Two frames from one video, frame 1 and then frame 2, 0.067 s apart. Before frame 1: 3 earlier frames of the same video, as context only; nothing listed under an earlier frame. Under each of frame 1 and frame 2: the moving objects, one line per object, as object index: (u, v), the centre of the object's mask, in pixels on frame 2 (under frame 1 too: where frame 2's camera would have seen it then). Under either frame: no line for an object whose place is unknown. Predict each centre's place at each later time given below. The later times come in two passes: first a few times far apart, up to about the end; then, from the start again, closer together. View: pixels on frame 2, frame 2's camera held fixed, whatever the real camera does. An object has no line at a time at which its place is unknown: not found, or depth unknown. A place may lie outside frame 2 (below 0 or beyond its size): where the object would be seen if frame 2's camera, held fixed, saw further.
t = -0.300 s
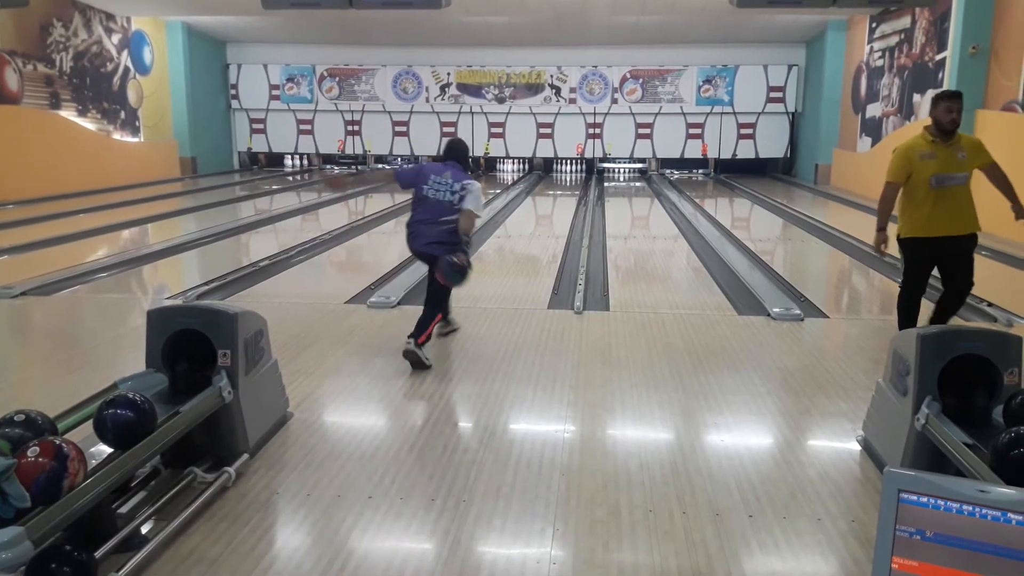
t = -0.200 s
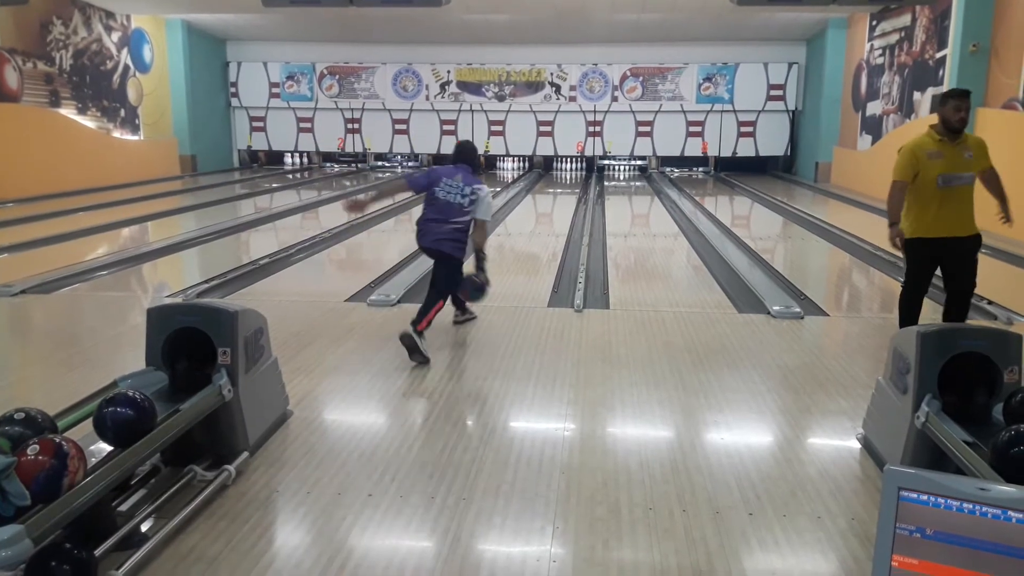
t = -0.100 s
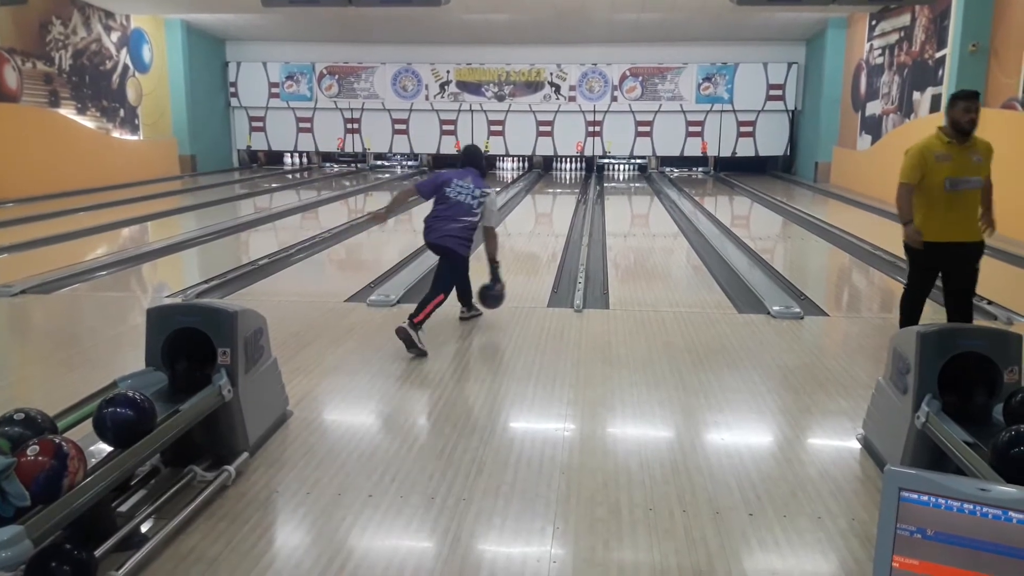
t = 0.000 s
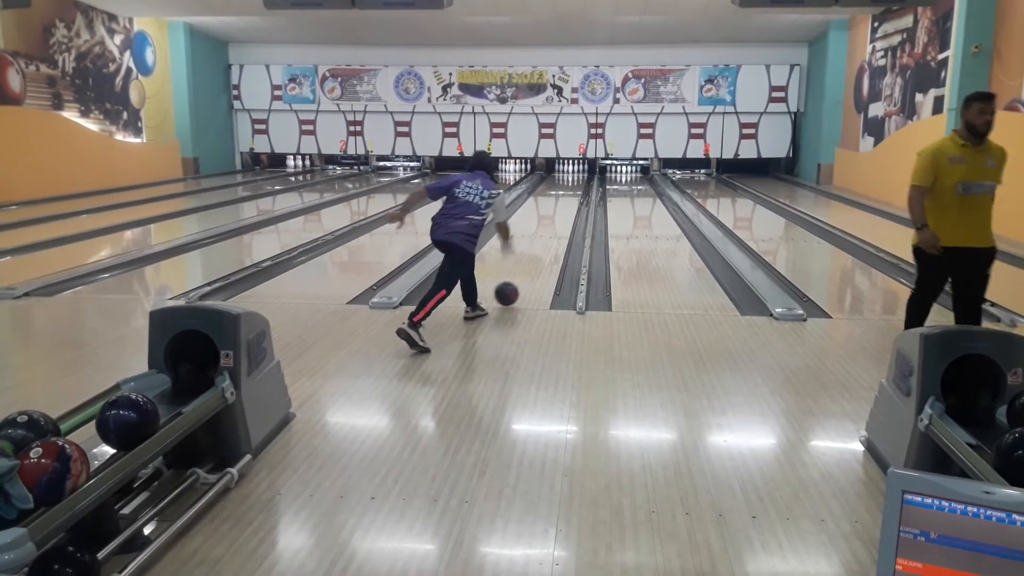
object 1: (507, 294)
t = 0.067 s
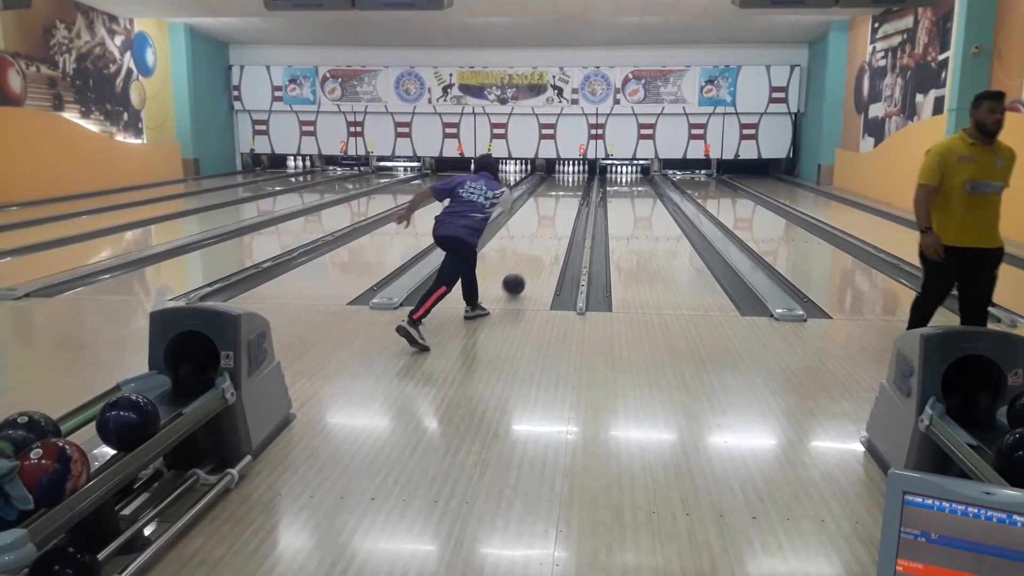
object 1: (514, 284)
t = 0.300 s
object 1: (532, 257)
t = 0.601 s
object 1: (548, 233)
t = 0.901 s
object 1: (559, 215)
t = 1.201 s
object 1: (567, 203)
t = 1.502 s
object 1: (572, 193)
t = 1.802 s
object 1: (576, 186)
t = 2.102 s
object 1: (577, 180)
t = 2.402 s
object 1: (576, 175)
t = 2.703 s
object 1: (573, 172)
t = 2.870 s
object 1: (571, 170)
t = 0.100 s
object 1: (517, 280)
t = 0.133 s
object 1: (519, 276)
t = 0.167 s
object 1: (522, 272)
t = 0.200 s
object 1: (525, 268)
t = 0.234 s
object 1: (527, 264)
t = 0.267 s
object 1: (530, 261)
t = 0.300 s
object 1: (532, 257)
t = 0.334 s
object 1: (534, 254)
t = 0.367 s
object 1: (536, 251)
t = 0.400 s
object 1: (538, 248)
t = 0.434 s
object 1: (540, 245)
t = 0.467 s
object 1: (542, 243)
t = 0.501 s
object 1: (543, 240)
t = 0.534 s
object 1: (545, 237)
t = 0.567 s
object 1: (547, 235)
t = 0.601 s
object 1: (548, 233)
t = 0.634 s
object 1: (549, 230)
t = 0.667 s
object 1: (551, 228)
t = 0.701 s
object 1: (552, 226)
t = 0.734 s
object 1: (553, 224)
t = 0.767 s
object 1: (554, 222)
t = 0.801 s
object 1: (556, 220)
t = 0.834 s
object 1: (557, 218)
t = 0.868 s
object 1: (558, 217)
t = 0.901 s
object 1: (559, 215)
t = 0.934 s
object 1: (560, 213)
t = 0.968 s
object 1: (561, 212)
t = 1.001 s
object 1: (562, 210)
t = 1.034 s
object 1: (563, 209)
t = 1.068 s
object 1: (564, 208)
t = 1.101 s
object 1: (564, 206)
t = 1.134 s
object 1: (565, 205)
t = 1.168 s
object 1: (566, 204)
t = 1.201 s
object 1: (567, 203)
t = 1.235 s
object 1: (568, 202)
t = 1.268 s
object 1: (568, 200)
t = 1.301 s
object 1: (569, 199)
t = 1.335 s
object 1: (569, 198)
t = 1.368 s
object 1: (570, 197)
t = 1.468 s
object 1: (572, 194)
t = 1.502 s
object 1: (572, 193)
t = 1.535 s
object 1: (573, 192)
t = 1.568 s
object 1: (573, 191)
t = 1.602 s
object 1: (574, 191)
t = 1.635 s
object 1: (574, 189)
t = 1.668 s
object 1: (574, 189)
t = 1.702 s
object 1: (575, 188)
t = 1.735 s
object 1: (575, 188)
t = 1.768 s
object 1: (576, 187)
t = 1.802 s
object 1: (576, 186)
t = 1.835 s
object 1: (576, 185)
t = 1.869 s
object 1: (576, 184)
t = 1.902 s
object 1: (576, 184)
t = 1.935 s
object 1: (576, 184)
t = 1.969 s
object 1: (576, 183)
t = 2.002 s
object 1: (577, 182)
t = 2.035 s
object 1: (577, 181)
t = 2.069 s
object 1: (577, 180)
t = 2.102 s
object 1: (577, 180)
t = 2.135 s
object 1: (577, 179)
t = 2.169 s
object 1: (577, 179)
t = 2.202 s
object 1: (577, 178)
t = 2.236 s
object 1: (577, 178)
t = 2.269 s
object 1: (577, 177)
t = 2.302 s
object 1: (577, 177)
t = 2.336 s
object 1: (577, 176)
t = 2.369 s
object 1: (577, 176)
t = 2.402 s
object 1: (576, 175)
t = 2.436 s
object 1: (576, 175)
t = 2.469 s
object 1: (576, 175)
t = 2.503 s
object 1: (576, 175)
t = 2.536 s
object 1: (576, 174)
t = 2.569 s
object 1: (575, 173)
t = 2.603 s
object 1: (574, 173)
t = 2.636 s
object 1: (574, 173)
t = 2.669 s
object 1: (574, 172)
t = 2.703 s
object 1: (573, 172)
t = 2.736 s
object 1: (573, 172)
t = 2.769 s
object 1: (573, 171)
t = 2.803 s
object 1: (572, 171)
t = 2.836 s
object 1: (571, 171)
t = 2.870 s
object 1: (571, 170)
